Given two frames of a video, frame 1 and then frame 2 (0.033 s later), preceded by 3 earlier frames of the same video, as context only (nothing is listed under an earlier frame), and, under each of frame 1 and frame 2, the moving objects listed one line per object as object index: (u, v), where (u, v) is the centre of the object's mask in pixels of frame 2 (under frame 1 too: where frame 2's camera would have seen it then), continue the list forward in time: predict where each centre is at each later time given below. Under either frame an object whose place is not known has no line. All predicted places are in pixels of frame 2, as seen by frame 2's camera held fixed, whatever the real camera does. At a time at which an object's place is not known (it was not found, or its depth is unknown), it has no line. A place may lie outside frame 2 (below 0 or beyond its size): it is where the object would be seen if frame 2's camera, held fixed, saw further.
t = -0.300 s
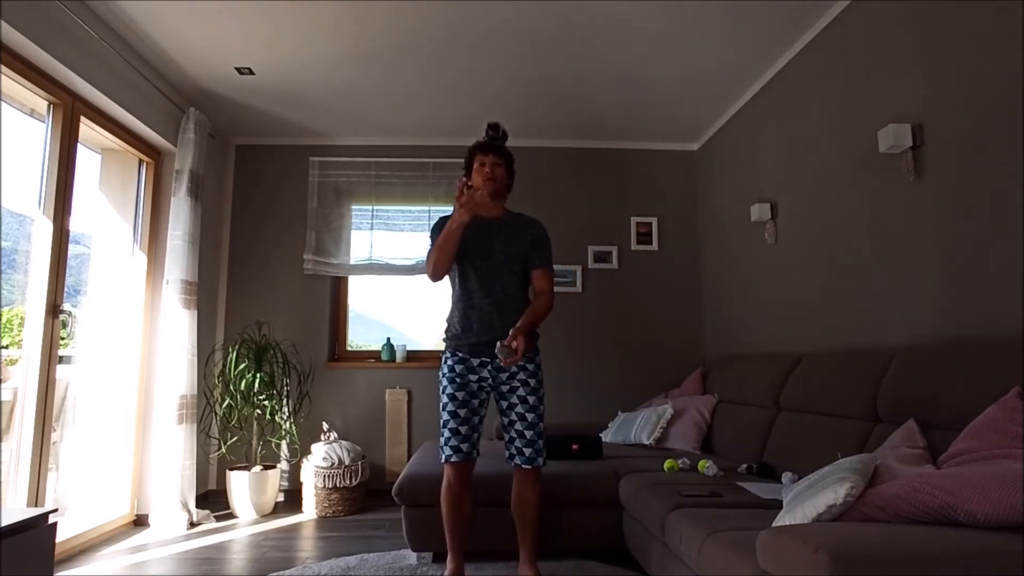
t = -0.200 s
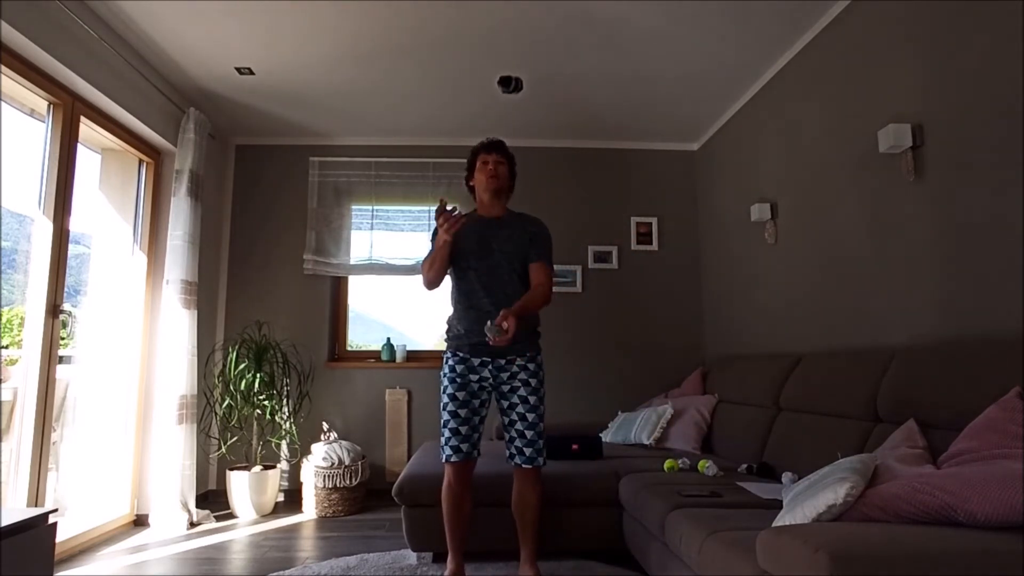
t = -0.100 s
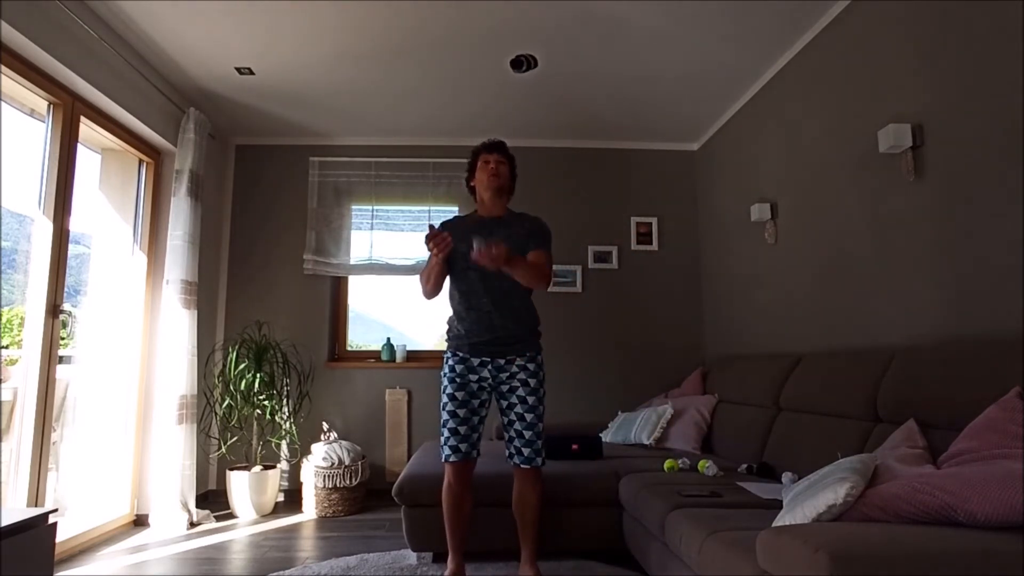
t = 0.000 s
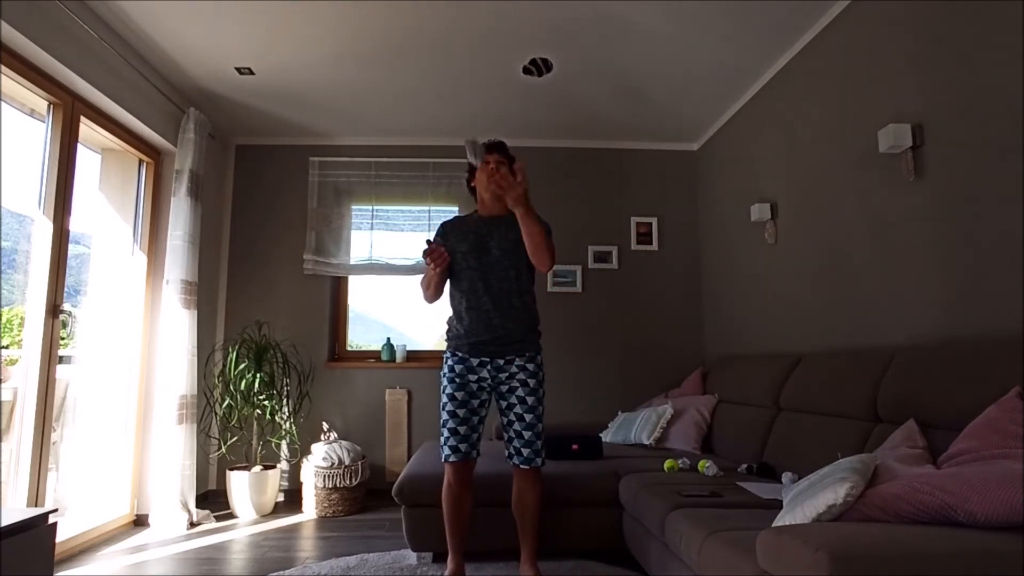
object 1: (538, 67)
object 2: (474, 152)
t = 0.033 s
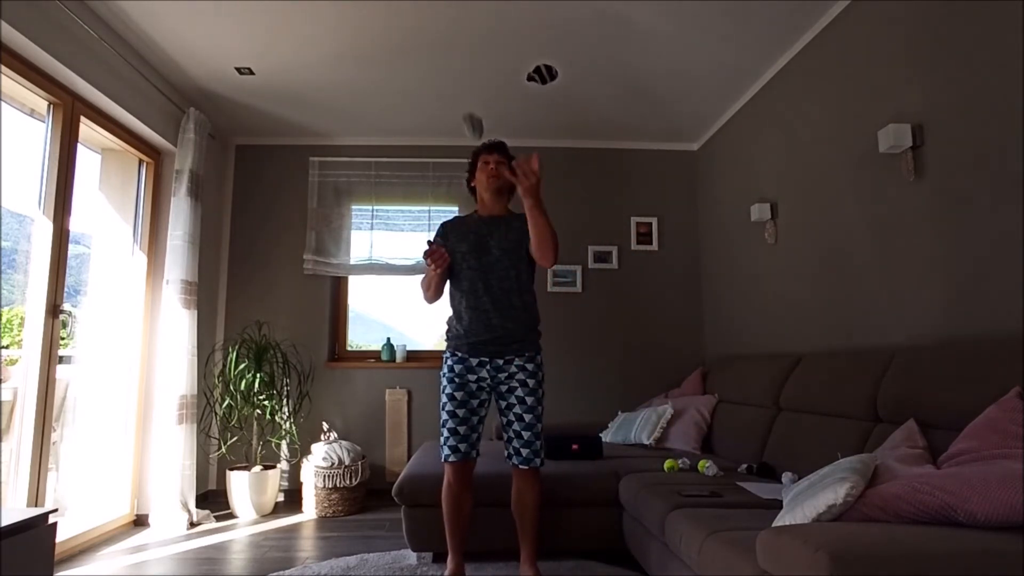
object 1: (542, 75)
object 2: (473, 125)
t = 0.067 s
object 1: (547, 85)
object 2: (471, 104)
